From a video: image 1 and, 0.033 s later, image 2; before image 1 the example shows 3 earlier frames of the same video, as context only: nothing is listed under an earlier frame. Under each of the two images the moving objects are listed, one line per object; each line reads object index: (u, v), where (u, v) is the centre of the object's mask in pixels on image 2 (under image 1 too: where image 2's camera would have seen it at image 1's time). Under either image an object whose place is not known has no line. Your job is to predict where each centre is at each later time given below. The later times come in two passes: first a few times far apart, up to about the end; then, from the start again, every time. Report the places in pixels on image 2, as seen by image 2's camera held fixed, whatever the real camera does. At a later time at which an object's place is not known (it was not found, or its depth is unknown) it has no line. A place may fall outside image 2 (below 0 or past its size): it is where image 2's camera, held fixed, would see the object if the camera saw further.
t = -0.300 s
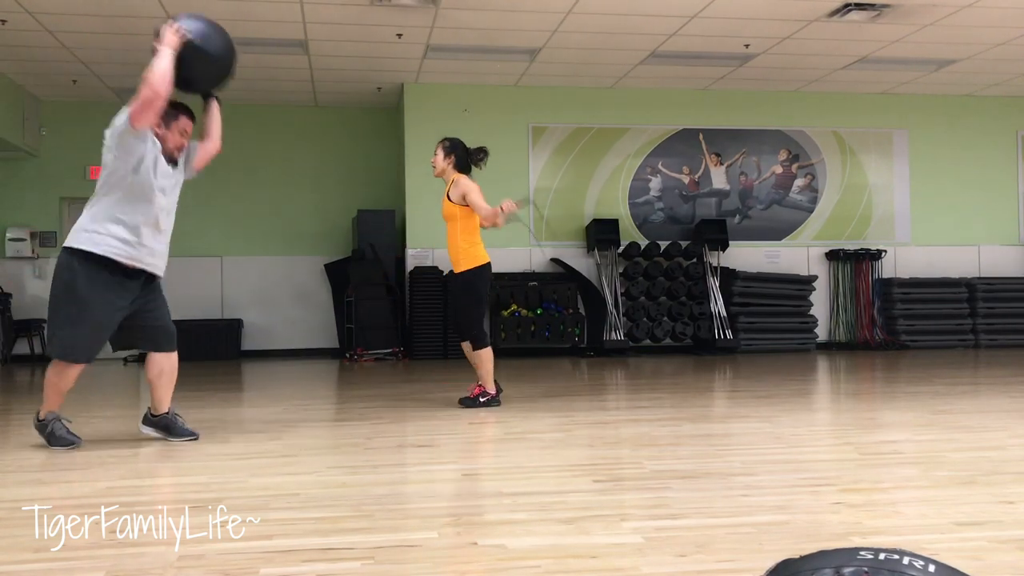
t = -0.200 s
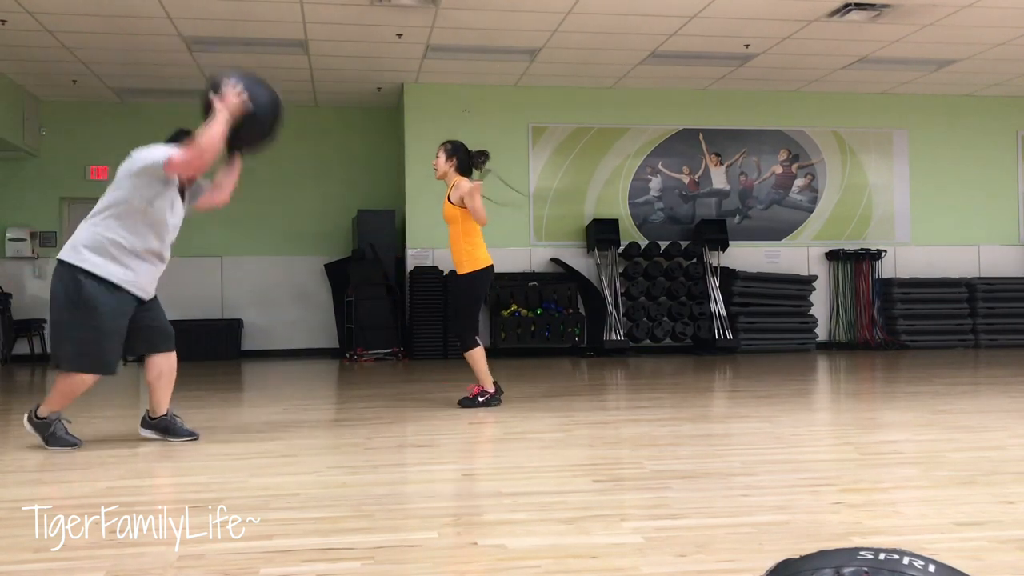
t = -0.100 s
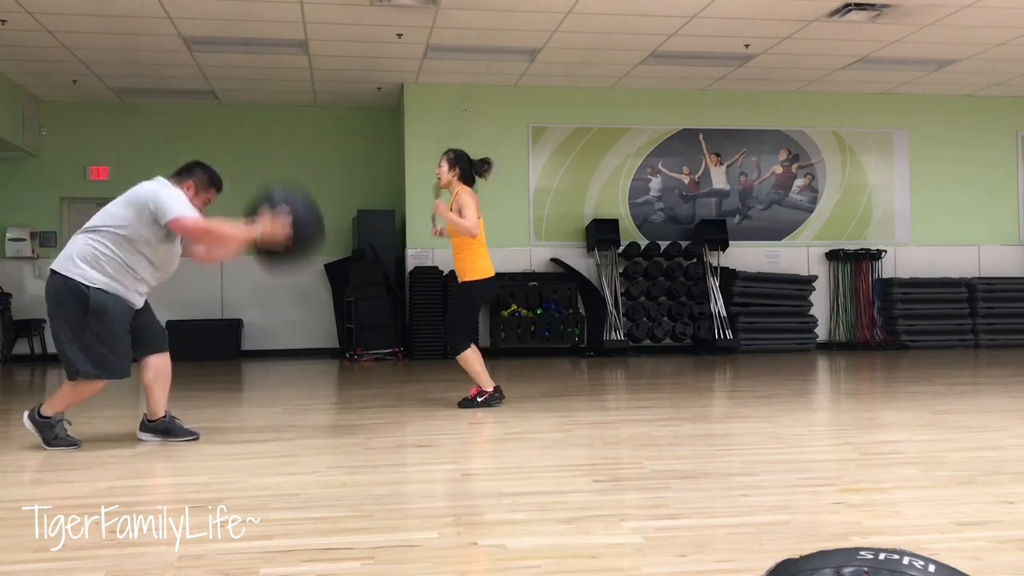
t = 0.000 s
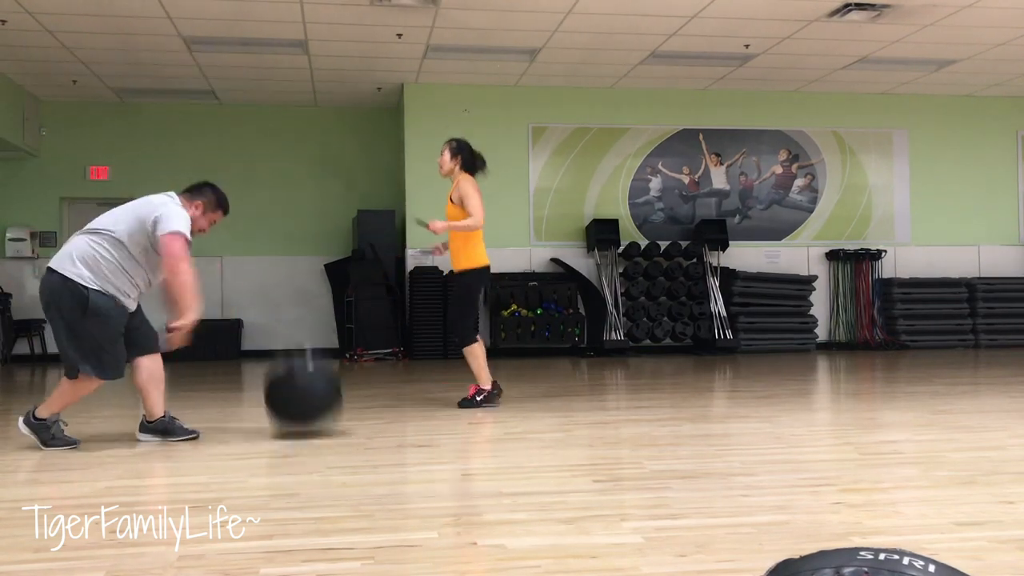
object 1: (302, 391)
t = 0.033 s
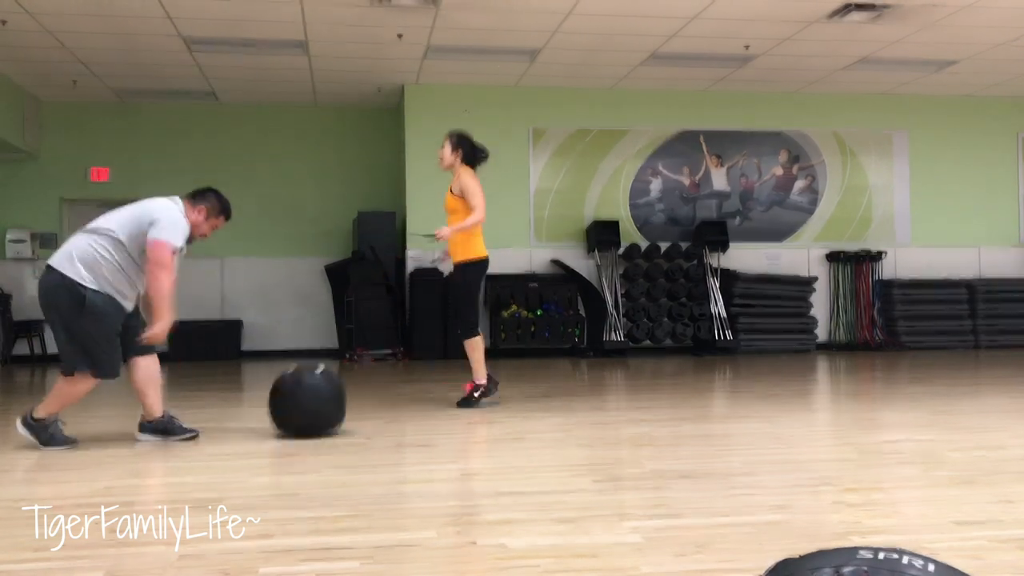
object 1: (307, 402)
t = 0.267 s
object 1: (344, 259)
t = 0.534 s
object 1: (384, 230)
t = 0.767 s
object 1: (419, 322)
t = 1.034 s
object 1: (446, 355)
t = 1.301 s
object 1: (461, 367)
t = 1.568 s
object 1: (494, 382)
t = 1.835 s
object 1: (533, 392)
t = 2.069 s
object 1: (555, 389)
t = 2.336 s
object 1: (570, 390)
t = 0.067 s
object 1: (313, 373)
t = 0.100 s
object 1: (317, 350)
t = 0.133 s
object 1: (323, 327)
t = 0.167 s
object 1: (330, 305)
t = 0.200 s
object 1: (334, 289)
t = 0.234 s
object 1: (339, 272)
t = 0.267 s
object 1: (344, 259)
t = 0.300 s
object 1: (349, 248)
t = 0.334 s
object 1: (354, 239)
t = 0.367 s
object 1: (359, 232)
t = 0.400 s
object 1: (364, 227)
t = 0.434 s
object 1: (369, 225)
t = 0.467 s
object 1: (374, 224)
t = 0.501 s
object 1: (379, 226)
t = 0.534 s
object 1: (384, 230)
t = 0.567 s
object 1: (389, 237)
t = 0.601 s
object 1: (394, 246)
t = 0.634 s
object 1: (397, 256)
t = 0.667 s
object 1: (404, 270)
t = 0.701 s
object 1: (409, 285)
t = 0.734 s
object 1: (415, 304)
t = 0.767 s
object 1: (419, 322)
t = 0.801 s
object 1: (423, 341)
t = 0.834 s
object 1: (428, 366)
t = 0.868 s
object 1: (433, 393)
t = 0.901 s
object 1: (437, 401)
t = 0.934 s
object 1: (439, 386)
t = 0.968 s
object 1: (441, 372)
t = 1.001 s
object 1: (443, 363)
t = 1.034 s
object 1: (446, 355)
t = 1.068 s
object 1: (448, 349)
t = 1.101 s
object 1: (449, 345)
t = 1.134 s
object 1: (451, 344)
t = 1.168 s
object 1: (453, 344)
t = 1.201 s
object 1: (456, 347)
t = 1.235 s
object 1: (457, 351)
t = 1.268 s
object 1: (459, 358)
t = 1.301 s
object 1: (461, 367)
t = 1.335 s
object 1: (464, 379)
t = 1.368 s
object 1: (466, 393)
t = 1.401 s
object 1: (470, 395)
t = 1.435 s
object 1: (474, 389)
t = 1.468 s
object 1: (479, 383)
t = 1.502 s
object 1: (484, 381)
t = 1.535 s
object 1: (489, 380)
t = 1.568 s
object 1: (494, 382)
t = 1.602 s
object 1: (499, 385)
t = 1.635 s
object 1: (505, 391)
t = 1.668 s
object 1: (509, 395)
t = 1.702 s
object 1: (514, 392)
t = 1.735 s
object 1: (519, 390)
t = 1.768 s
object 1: (524, 389)
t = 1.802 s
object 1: (529, 391)
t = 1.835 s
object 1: (533, 392)
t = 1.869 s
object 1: (537, 391)
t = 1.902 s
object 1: (541, 390)
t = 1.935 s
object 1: (544, 389)
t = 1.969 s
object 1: (547, 390)
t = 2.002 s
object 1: (550, 389)
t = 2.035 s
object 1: (553, 389)
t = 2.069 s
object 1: (555, 389)
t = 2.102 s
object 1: (558, 389)
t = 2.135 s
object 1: (560, 390)
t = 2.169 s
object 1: (562, 390)
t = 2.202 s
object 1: (564, 390)
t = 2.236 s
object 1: (566, 390)
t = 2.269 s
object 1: (568, 390)
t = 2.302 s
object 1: (569, 390)
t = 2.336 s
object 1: (570, 390)
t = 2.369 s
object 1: (571, 390)
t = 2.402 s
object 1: (572, 390)
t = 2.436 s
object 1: (572, 390)
